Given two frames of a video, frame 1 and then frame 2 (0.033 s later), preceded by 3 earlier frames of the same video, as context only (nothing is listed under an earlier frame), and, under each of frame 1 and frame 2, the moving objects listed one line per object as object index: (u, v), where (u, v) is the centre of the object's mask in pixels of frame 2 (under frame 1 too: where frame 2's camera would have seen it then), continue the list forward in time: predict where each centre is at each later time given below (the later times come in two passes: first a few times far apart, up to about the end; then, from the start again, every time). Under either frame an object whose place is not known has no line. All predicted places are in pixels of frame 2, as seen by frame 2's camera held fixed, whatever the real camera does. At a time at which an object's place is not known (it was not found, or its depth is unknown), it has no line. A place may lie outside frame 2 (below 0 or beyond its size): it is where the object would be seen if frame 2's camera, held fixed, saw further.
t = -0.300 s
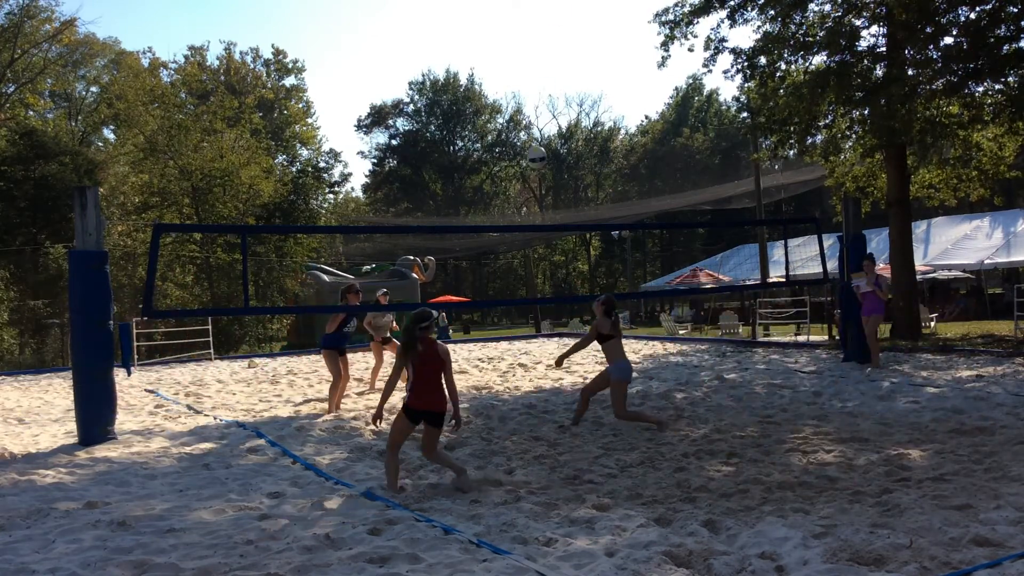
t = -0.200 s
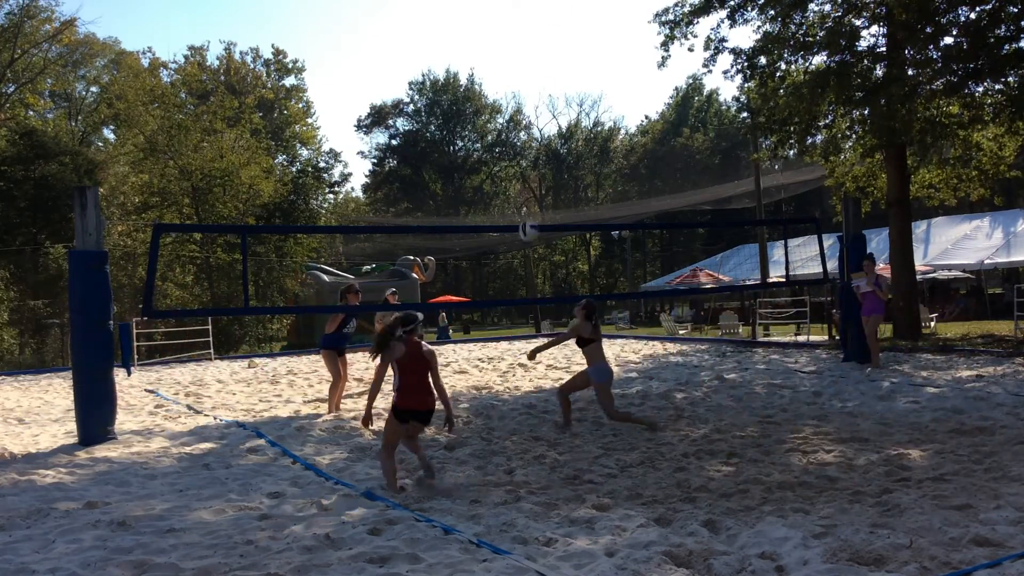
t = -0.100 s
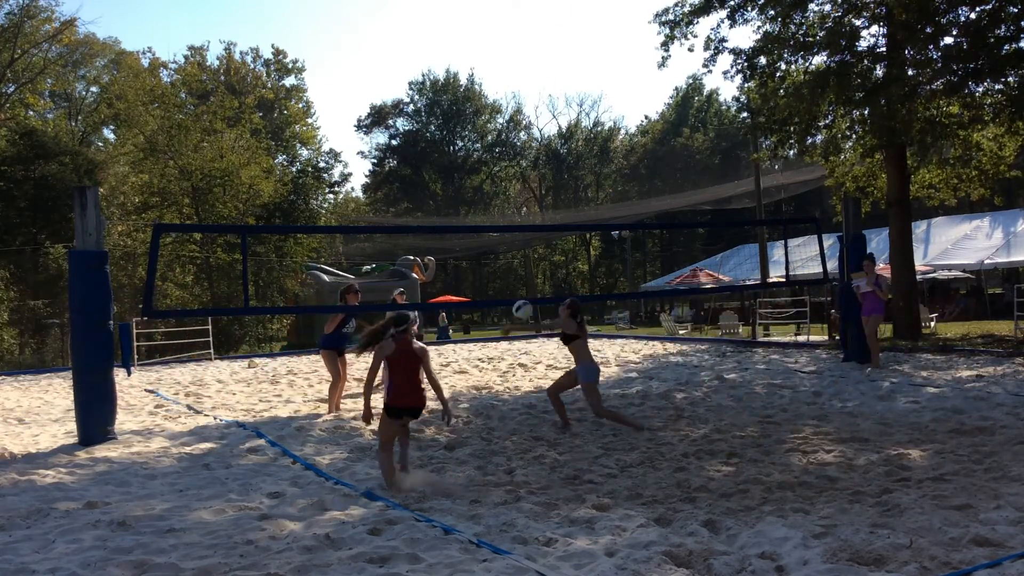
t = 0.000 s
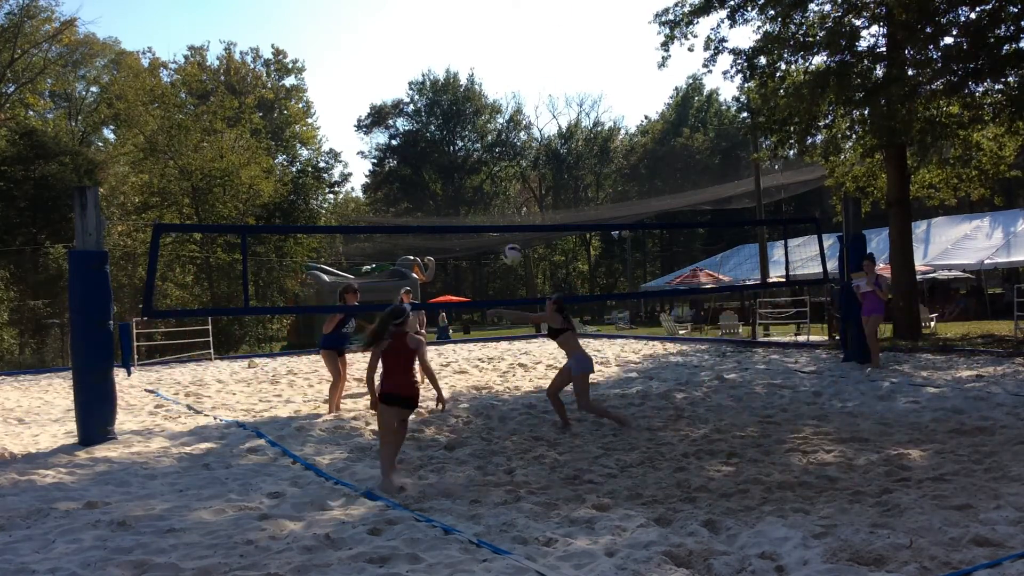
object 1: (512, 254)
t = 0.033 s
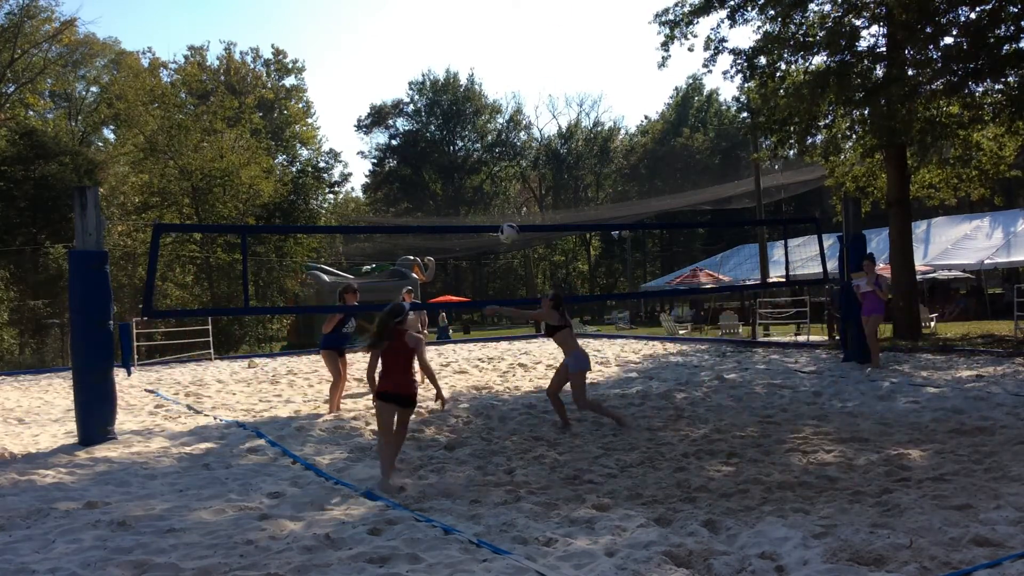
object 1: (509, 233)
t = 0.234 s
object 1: (488, 125)
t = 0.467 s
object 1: (467, 44)
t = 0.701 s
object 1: (447, 12)
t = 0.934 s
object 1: (430, 31)
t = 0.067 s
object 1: (505, 212)
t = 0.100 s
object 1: (502, 193)
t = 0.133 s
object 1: (498, 173)
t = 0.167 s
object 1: (494, 156)
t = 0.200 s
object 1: (491, 139)
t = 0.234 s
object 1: (488, 125)
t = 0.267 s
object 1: (486, 110)
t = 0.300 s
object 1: (483, 96)
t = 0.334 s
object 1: (479, 84)
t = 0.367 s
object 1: (476, 73)
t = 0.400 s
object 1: (473, 62)
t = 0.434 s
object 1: (470, 53)
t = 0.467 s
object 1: (467, 44)
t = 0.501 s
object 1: (464, 36)
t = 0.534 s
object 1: (461, 30)
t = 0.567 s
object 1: (458, 24)
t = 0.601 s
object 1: (455, 19)
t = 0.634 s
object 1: (452, 16)
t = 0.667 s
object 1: (450, 13)
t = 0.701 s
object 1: (447, 12)
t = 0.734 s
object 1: (444, 12)
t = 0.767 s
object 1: (442, 12)
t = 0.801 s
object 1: (439, 14)
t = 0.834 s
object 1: (437, 17)
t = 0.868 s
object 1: (435, 20)
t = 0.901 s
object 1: (432, 25)
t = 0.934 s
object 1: (430, 31)
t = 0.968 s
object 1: (428, 38)
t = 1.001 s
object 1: (425, 46)
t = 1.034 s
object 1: (423, 55)
